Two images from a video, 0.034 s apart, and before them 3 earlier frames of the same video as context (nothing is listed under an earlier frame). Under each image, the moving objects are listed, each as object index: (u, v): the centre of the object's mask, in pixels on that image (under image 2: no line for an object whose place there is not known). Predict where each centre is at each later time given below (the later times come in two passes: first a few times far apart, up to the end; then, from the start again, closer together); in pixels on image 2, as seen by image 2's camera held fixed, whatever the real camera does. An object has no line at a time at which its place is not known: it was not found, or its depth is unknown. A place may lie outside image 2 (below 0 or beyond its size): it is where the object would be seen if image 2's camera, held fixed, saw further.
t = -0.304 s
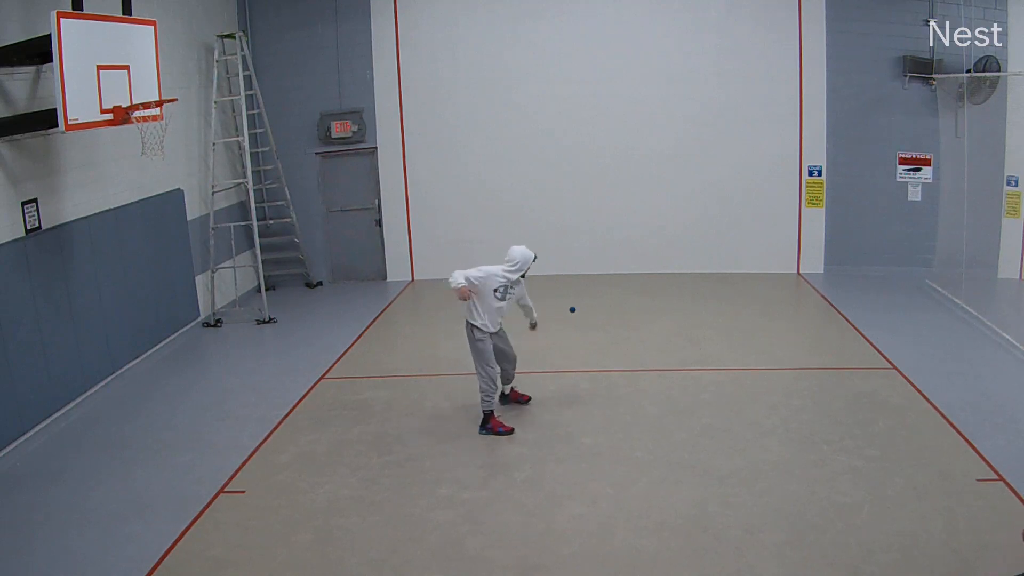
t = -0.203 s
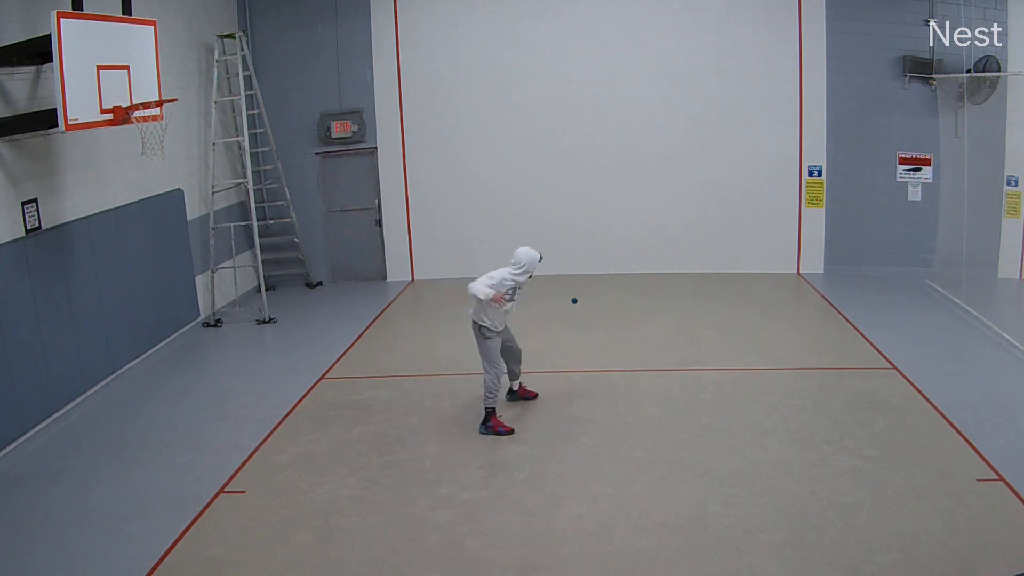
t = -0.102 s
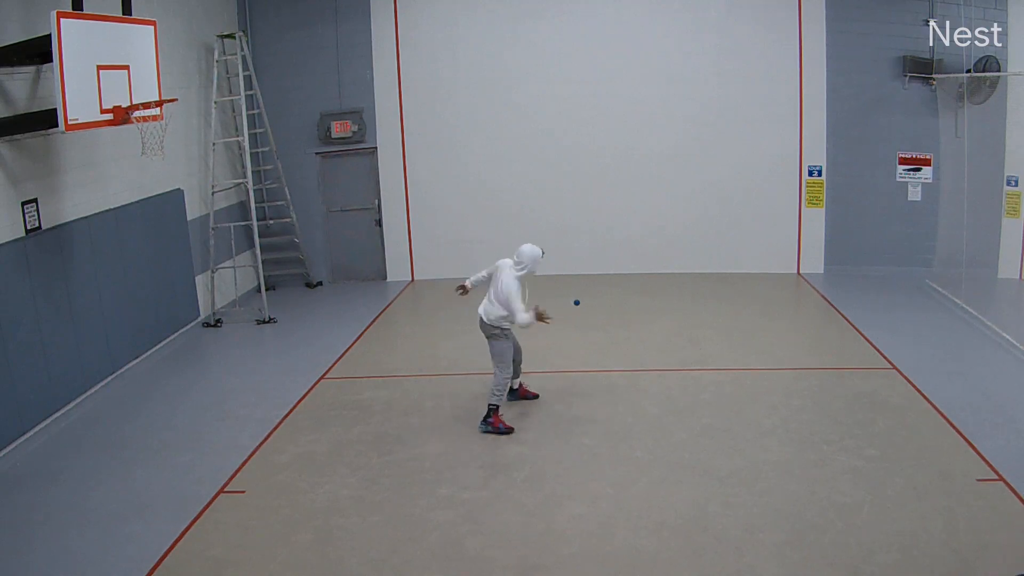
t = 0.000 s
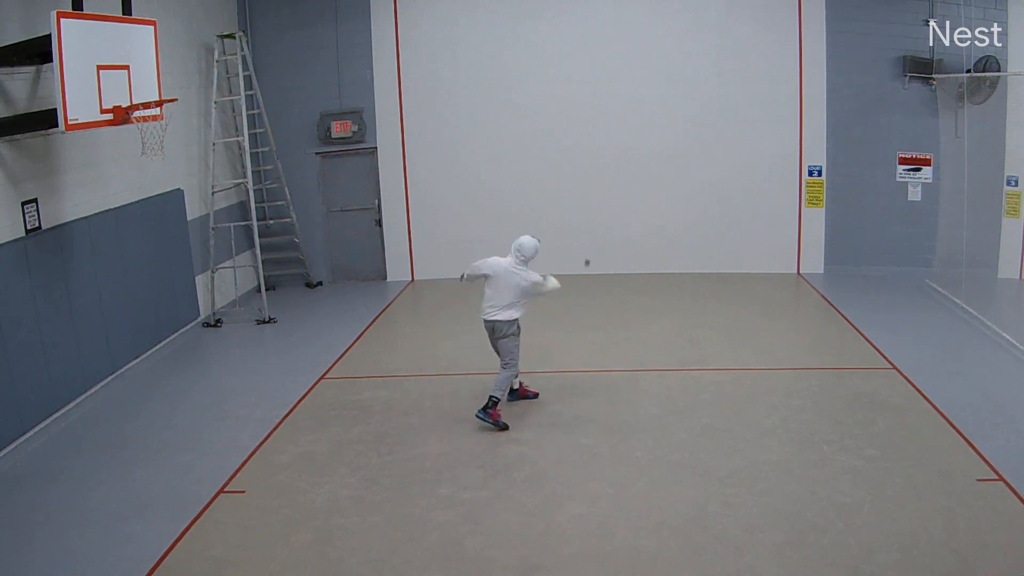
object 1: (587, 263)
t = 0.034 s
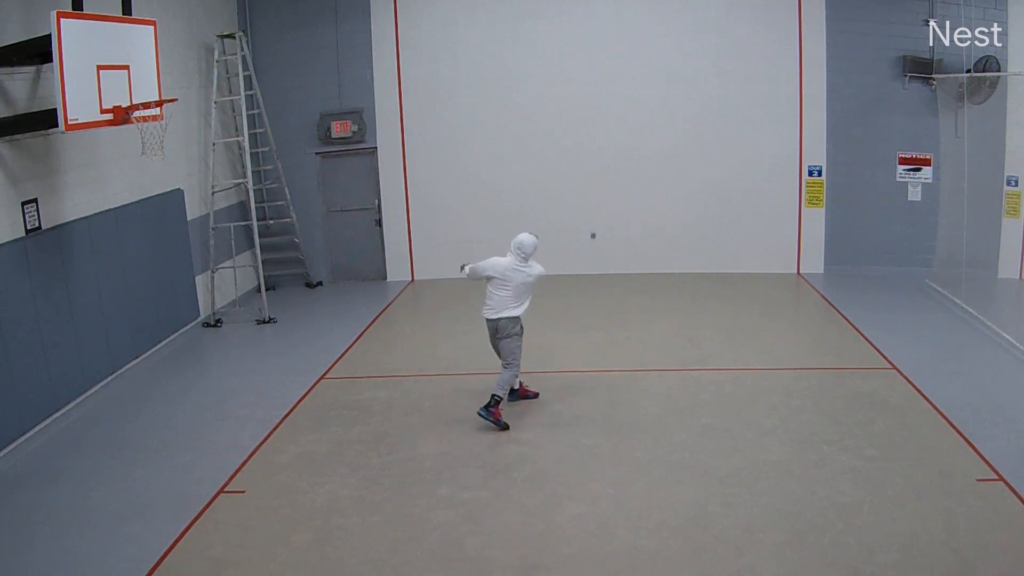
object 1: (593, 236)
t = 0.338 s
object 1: (625, 124)
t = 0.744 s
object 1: (676, 195)
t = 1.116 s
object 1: (778, 536)
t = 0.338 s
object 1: (625, 124)
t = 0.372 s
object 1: (628, 124)
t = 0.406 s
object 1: (631, 125)
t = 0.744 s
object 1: (676, 195)
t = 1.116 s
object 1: (778, 536)
